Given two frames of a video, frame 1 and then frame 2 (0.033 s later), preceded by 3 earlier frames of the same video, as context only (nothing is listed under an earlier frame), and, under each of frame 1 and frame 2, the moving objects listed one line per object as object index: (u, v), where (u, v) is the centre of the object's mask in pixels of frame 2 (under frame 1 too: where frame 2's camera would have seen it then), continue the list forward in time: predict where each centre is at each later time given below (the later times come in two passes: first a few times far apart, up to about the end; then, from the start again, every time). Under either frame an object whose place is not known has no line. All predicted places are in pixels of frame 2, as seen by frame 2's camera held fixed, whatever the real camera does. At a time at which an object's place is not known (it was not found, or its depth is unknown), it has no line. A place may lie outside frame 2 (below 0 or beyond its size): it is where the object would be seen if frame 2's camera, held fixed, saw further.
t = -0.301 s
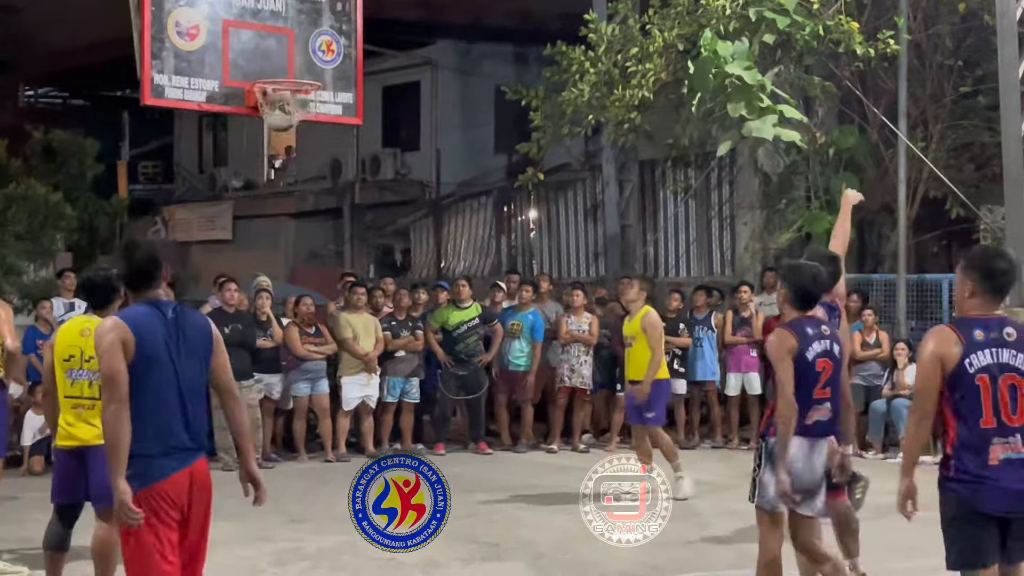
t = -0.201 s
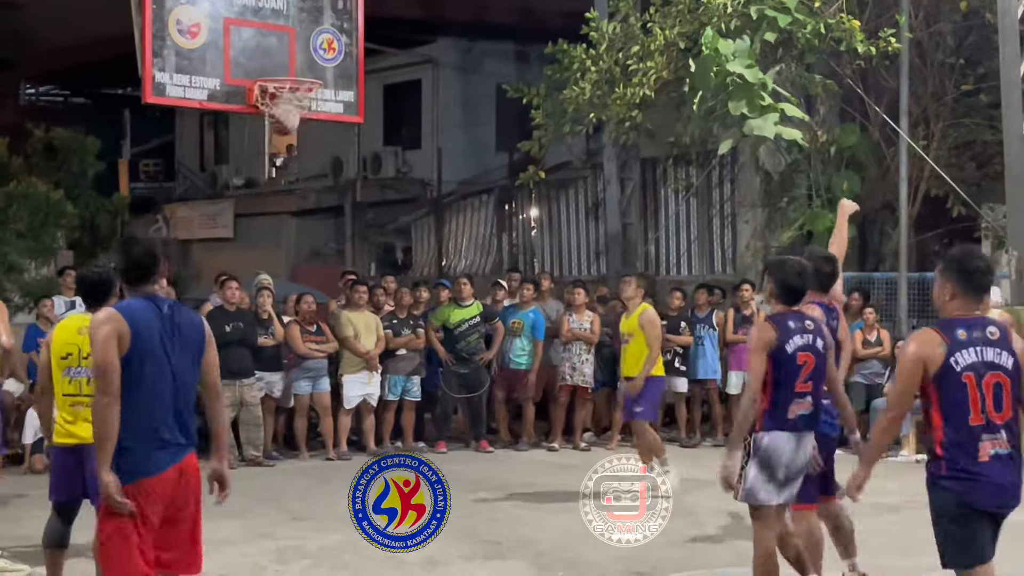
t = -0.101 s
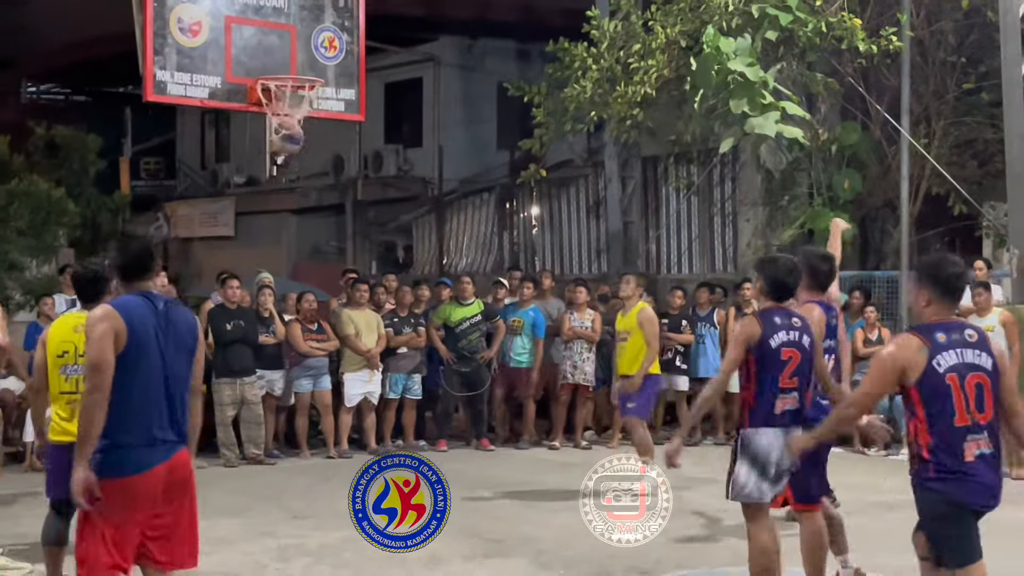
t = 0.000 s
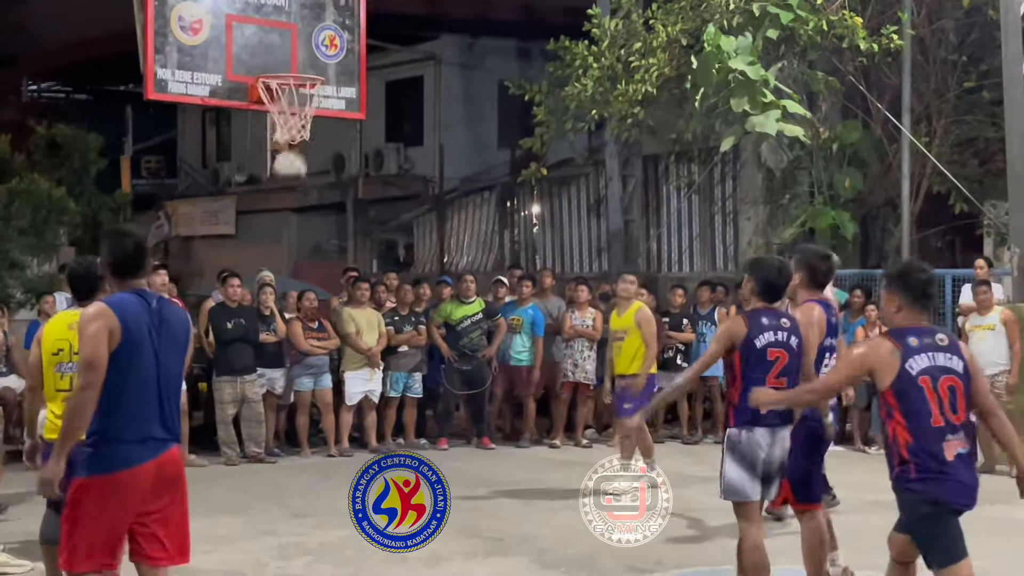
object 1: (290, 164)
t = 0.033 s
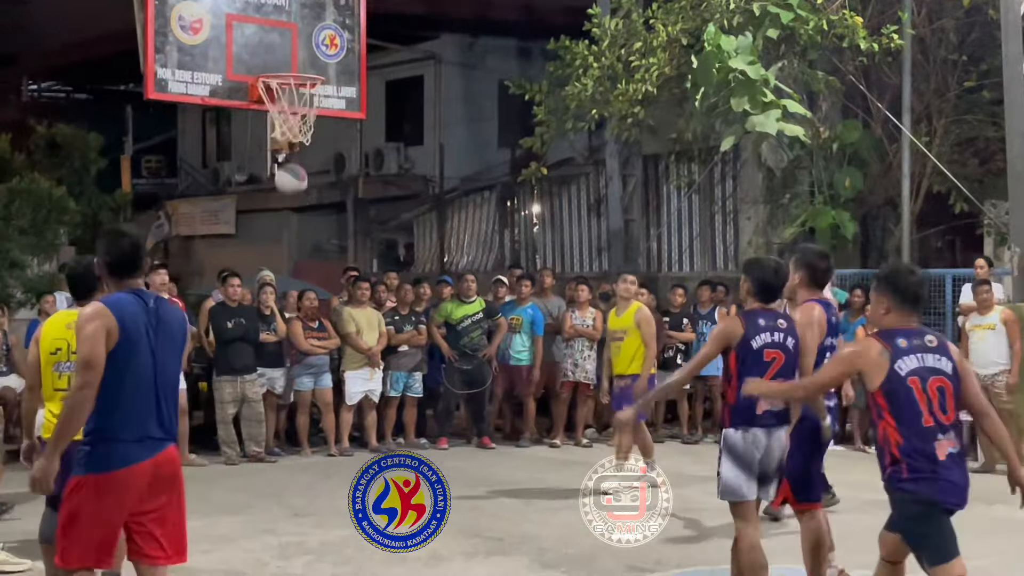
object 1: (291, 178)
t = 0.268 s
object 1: (297, 312)
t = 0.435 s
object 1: (299, 452)
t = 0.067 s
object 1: (292, 194)
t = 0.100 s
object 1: (294, 208)
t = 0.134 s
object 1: (293, 227)
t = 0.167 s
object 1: (294, 247)
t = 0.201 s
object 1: (295, 268)
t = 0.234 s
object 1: (296, 289)
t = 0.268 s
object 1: (297, 312)
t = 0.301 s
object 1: (296, 338)
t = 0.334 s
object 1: (296, 364)
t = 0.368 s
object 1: (297, 393)
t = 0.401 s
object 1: (298, 423)
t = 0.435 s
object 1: (299, 452)
